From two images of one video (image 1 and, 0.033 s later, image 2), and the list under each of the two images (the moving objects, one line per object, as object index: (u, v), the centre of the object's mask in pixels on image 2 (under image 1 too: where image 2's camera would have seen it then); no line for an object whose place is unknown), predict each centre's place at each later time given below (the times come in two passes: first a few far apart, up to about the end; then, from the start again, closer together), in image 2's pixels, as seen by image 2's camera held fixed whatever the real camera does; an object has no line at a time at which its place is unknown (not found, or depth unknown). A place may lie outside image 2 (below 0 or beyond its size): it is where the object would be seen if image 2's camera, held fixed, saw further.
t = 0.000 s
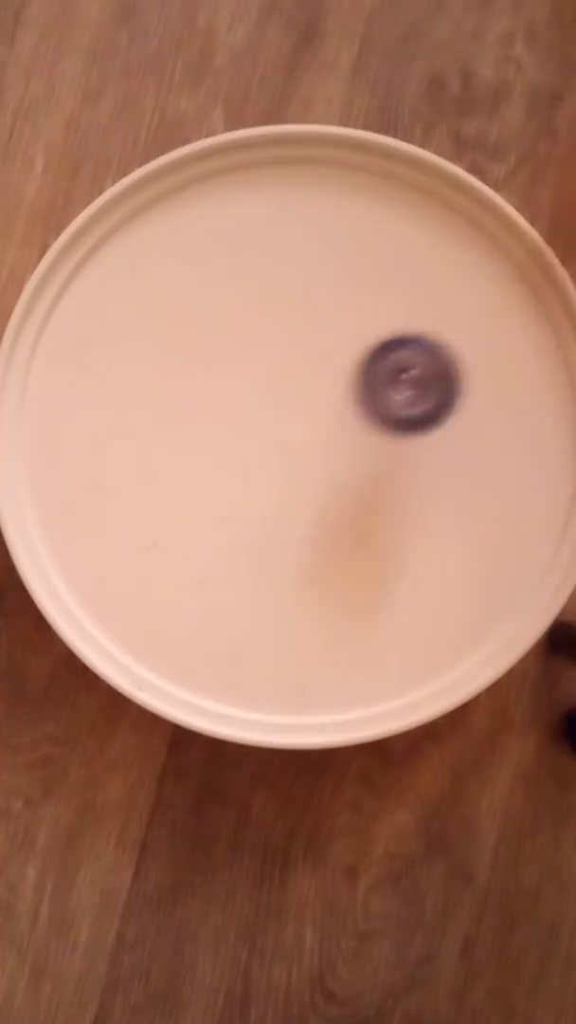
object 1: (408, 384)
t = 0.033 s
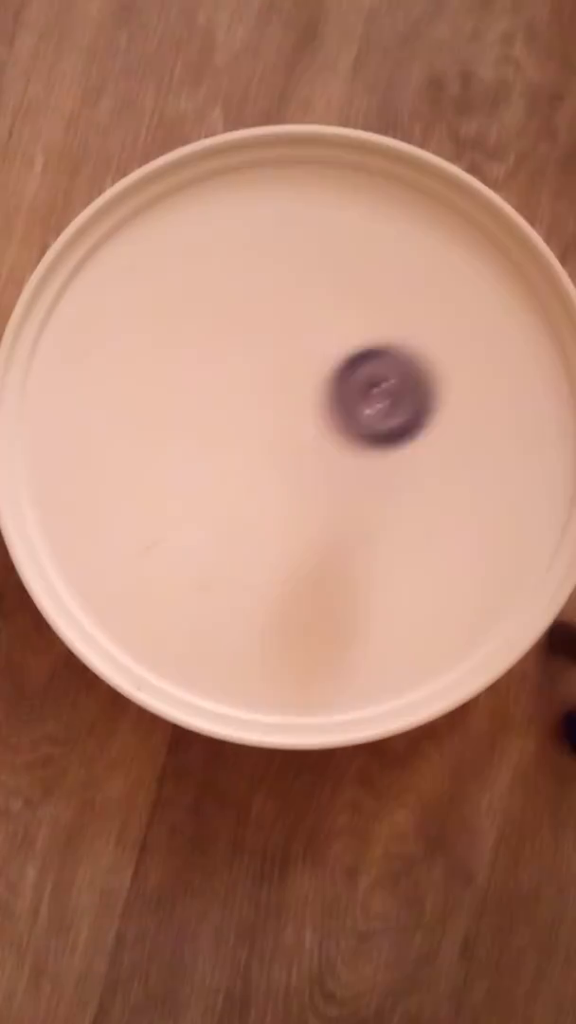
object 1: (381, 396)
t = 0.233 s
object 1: (231, 491)
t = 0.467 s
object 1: (138, 591)
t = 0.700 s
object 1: (103, 618)
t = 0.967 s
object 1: (80, 601)
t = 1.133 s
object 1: (58, 570)
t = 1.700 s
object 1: (81, 454)
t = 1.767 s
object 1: (102, 452)
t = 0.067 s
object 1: (352, 414)
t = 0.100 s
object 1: (321, 435)
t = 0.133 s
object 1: (291, 457)
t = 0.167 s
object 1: (271, 467)
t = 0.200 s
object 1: (250, 478)
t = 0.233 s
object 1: (231, 491)
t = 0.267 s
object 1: (214, 504)
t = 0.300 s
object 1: (200, 517)
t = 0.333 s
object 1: (188, 530)
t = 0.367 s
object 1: (177, 544)
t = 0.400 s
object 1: (164, 559)
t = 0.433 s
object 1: (153, 574)
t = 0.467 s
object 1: (138, 591)
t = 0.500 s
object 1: (124, 604)
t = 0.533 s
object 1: (109, 615)
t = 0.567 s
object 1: (96, 626)
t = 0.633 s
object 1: (100, 622)
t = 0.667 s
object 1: (103, 619)
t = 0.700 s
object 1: (103, 618)
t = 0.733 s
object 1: (102, 618)
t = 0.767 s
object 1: (99, 619)
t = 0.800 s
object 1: (95, 620)
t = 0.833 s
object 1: (91, 619)
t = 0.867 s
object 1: (89, 615)
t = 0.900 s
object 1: (87, 610)
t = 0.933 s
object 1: (84, 605)
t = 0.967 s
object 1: (80, 601)
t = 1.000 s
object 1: (75, 596)
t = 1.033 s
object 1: (70, 591)
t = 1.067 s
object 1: (65, 585)
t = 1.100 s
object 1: (60, 578)
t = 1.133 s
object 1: (58, 570)
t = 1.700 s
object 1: (81, 454)
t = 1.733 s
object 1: (91, 452)
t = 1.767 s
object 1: (102, 452)
